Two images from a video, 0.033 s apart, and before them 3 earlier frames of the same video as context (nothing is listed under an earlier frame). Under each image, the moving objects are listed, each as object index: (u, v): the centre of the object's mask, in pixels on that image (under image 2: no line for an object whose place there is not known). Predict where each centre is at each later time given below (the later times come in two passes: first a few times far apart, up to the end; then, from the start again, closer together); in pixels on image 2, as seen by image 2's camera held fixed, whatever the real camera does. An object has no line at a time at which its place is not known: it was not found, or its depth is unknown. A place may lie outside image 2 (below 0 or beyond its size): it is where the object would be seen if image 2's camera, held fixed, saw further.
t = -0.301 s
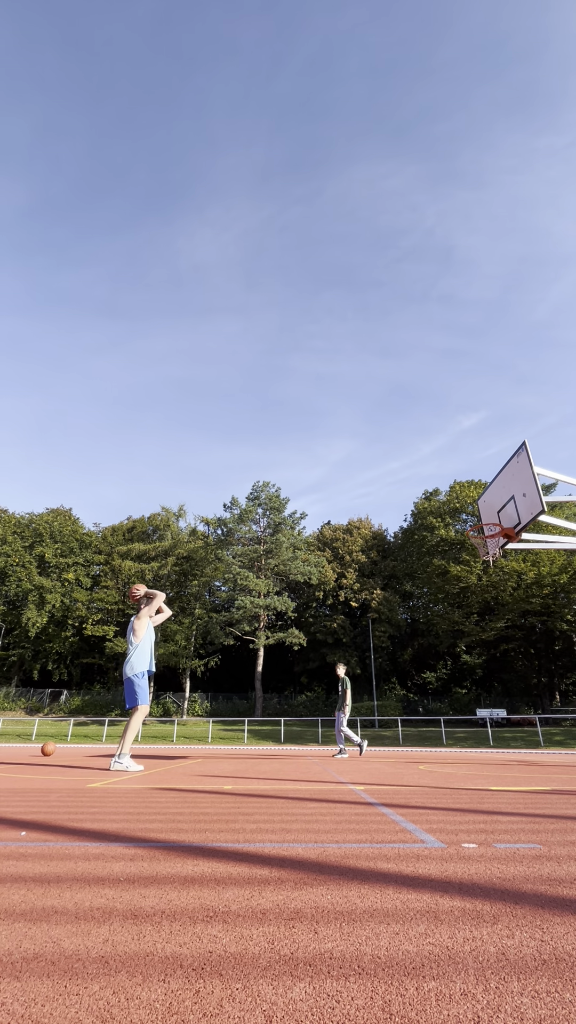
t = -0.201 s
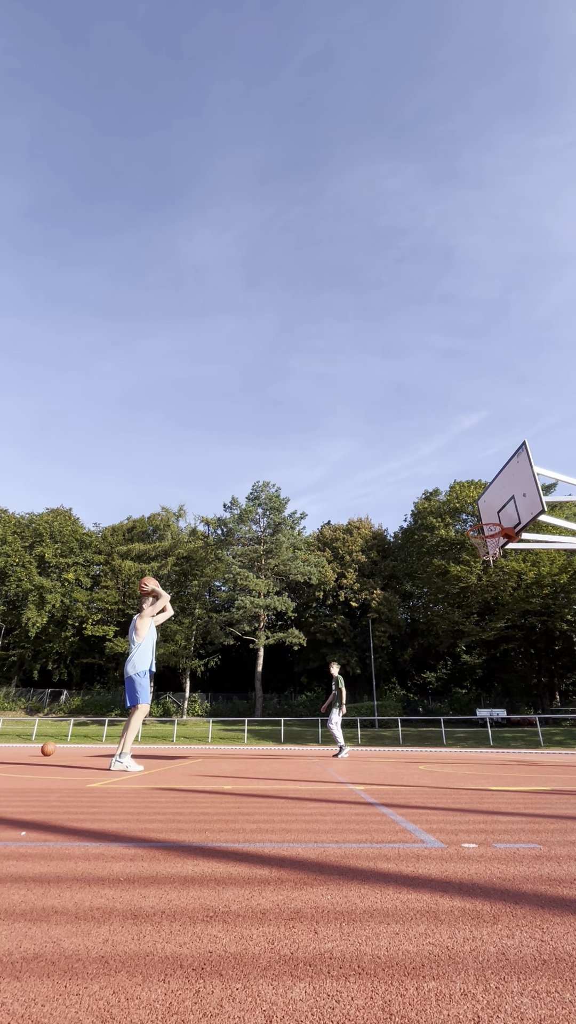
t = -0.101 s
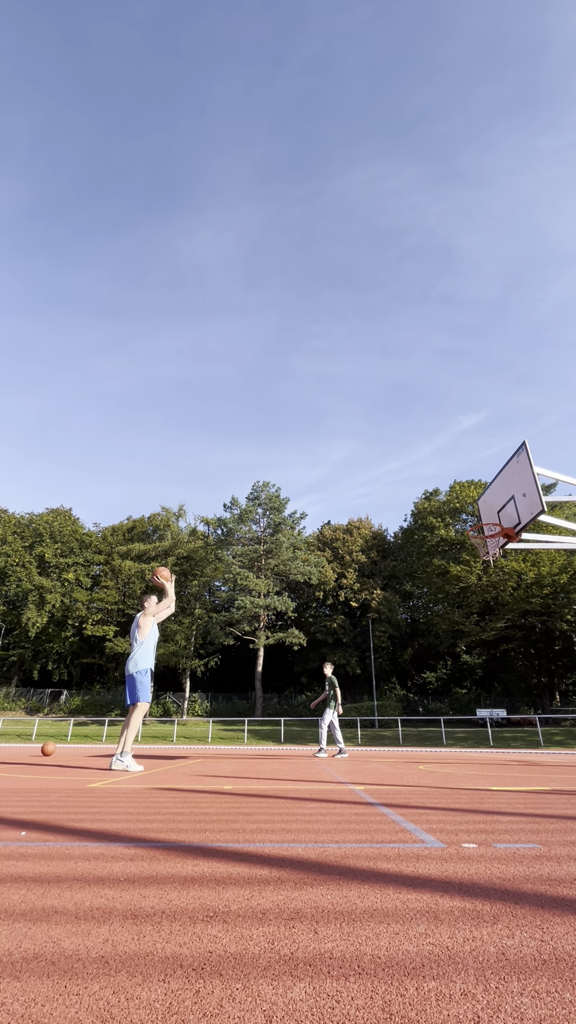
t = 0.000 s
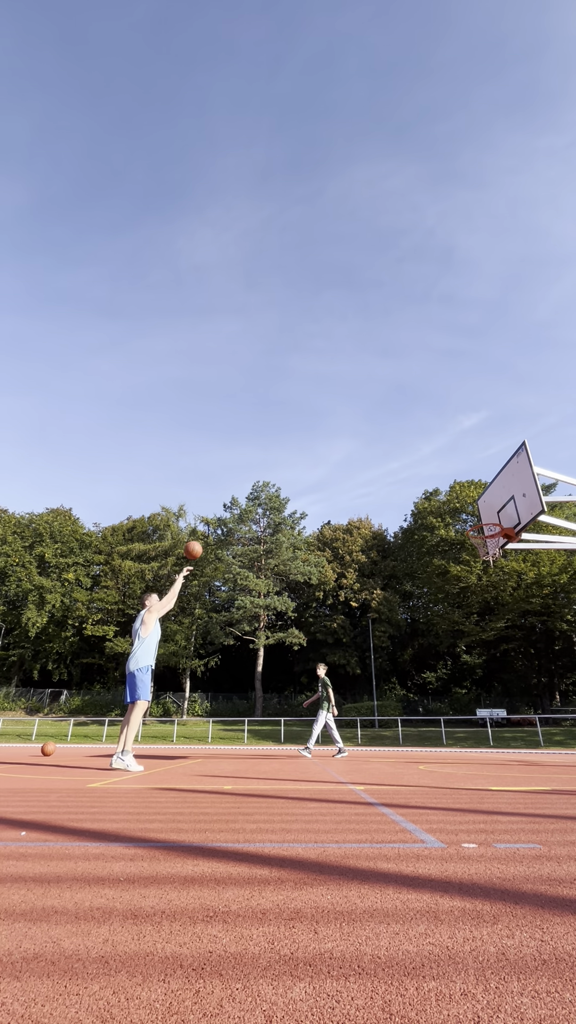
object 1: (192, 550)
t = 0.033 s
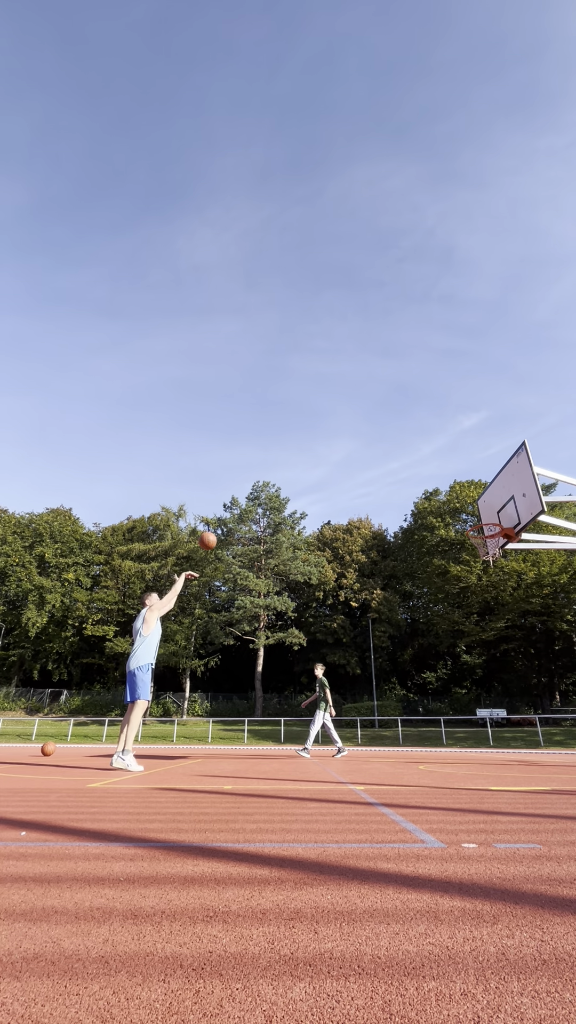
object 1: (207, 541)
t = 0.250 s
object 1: (294, 501)
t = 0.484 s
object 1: (380, 495)
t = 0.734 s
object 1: (469, 522)
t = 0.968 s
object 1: (495, 506)
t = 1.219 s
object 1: (479, 498)
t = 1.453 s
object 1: (469, 523)
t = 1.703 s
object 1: (494, 517)
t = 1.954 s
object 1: (490, 515)
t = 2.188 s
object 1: (492, 547)
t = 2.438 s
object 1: (494, 597)
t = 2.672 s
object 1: (504, 691)
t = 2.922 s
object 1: (500, 699)
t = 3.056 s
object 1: (492, 659)
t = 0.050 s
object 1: (214, 537)
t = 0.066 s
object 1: (221, 533)
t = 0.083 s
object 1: (228, 529)
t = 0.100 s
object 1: (235, 525)
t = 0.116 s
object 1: (242, 522)
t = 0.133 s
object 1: (249, 518)
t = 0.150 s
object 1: (256, 515)
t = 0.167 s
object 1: (262, 512)
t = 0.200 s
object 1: (275, 508)
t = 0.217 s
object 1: (281, 505)
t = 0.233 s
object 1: (288, 503)
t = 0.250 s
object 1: (294, 501)
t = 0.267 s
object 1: (301, 500)
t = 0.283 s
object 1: (307, 499)
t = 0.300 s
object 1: (313, 497)
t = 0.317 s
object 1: (319, 496)
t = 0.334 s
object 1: (325, 495)
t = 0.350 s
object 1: (331, 495)
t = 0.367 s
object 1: (337, 494)
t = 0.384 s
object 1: (344, 494)
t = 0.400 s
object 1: (349, 494)
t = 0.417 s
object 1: (356, 494)
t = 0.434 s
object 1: (362, 494)
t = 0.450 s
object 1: (368, 494)
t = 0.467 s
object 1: (374, 495)
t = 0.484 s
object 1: (380, 495)
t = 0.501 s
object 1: (386, 496)
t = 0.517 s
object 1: (392, 497)
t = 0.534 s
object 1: (398, 498)
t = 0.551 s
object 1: (404, 500)
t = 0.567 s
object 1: (410, 501)
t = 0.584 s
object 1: (416, 503)
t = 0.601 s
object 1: (422, 505)
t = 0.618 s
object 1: (428, 506)
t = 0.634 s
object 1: (434, 509)
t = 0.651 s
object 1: (440, 511)
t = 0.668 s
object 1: (447, 514)
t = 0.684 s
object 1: (452, 517)
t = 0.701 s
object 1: (459, 519)
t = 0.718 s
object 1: (465, 522)
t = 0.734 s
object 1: (469, 522)
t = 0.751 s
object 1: (473, 522)
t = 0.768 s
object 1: (478, 522)
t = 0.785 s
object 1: (481, 521)
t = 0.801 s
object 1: (485, 521)
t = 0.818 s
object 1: (490, 523)
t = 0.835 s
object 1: (493, 523)
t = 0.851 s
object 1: (496, 520)
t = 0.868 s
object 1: (496, 518)
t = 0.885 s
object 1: (497, 517)
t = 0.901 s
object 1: (497, 514)
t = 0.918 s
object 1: (498, 512)
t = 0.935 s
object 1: (498, 510)
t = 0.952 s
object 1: (497, 508)
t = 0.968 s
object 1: (495, 506)
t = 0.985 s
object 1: (494, 504)
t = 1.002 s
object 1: (493, 503)
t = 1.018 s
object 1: (491, 501)
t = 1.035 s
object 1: (490, 500)
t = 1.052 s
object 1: (489, 499)
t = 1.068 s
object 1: (488, 499)
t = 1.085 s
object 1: (487, 498)
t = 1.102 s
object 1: (486, 497)
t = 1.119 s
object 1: (485, 497)
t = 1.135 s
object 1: (483, 497)
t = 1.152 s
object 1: (482, 497)
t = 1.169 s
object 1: (482, 497)
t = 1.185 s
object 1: (481, 497)
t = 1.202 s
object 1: (480, 498)
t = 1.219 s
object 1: (479, 498)
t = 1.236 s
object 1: (478, 499)
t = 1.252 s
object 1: (477, 500)
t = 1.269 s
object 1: (476, 501)
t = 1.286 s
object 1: (476, 502)
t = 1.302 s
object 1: (475, 504)
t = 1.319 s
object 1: (474, 506)
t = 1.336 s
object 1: (473, 507)
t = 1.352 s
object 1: (473, 509)
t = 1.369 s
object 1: (472, 511)
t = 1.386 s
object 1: (472, 514)
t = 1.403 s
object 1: (471, 517)
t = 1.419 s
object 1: (470, 519)
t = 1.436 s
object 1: (470, 521)
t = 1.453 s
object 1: (469, 523)
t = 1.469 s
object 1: (470, 524)
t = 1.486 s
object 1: (472, 522)
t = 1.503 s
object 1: (474, 522)
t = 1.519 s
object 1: (476, 521)
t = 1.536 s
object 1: (478, 520)
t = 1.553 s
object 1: (480, 519)
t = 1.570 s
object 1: (482, 519)
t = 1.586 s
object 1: (485, 519)
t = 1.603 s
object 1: (487, 519)
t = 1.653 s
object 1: (495, 519)
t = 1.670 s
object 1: (496, 519)
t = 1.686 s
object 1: (495, 519)
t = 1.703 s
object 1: (494, 517)
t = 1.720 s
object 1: (494, 517)
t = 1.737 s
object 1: (493, 516)
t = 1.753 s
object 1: (493, 515)
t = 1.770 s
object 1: (492, 514)
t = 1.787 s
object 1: (492, 514)
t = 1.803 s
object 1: (491, 513)
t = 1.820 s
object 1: (491, 513)
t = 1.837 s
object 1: (491, 512)
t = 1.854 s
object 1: (491, 512)
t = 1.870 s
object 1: (490, 512)
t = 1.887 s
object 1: (490, 513)
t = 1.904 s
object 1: (490, 513)
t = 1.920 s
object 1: (490, 514)
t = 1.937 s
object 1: (490, 514)
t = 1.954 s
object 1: (490, 515)
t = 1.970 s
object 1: (490, 516)
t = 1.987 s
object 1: (490, 517)
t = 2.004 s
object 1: (489, 518)
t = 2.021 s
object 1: (490, 518)
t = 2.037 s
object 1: (490, 523)
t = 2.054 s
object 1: (490, 525)
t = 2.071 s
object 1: (490, 528)
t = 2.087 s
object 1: (491, 530)
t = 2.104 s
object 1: (490, 532)
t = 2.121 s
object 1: (491, 533)
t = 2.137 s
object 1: (492, 536)
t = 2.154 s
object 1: (493, 540)
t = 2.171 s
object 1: (492, 544)
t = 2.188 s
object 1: (492, 547)
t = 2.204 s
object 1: (492, 552)
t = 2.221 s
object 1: (492, 554)
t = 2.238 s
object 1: (492, 555)
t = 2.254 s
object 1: (491, 557)
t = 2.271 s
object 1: (491, 559)
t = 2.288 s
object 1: (492, 562)
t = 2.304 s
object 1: (492, 565)
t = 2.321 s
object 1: (492, 568)
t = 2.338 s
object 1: (492, 572)
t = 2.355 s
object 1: (492, 575)
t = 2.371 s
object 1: (492, 579)
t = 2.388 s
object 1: (493, 583)
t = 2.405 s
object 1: (493, 587)
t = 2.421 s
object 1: (493, 592)
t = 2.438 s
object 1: (494, 597)
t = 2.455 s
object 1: (494, 602)
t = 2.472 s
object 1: (494, 607)
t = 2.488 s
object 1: (495, 612)
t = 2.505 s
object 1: (496, 618)
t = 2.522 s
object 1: (496, 624)
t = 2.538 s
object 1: (497, 630)
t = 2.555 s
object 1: (498, 637)
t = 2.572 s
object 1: (498, 644)
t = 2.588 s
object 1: (499, 651)
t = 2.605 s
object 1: (500, 658)
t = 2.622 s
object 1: (501, 666)
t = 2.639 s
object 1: (502, 674)
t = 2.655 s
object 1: (503, 682)
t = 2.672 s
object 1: (504, 691)
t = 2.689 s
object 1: (505, 700)
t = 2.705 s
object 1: (506, 710)
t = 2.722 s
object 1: (507, 720)
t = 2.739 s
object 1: (509, 730)
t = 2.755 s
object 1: (510, 740)
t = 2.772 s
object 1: (511, 751)
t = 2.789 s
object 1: (512, 758)
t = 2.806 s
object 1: (510, 750)
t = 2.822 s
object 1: (509, 741)
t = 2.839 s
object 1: (507, 734)
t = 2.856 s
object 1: (506, 726)
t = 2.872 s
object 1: (504, 719)
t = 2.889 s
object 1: (502, 712)
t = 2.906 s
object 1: (501, 705)
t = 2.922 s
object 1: (500, 699)
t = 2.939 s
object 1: (499, 693)
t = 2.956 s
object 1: (497, 688)
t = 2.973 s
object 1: (496, 682)
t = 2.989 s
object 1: (495, 677)
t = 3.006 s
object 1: (494, 672)
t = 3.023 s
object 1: (493, 668)
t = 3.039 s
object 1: (492, 663)
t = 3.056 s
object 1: (492, 659)
